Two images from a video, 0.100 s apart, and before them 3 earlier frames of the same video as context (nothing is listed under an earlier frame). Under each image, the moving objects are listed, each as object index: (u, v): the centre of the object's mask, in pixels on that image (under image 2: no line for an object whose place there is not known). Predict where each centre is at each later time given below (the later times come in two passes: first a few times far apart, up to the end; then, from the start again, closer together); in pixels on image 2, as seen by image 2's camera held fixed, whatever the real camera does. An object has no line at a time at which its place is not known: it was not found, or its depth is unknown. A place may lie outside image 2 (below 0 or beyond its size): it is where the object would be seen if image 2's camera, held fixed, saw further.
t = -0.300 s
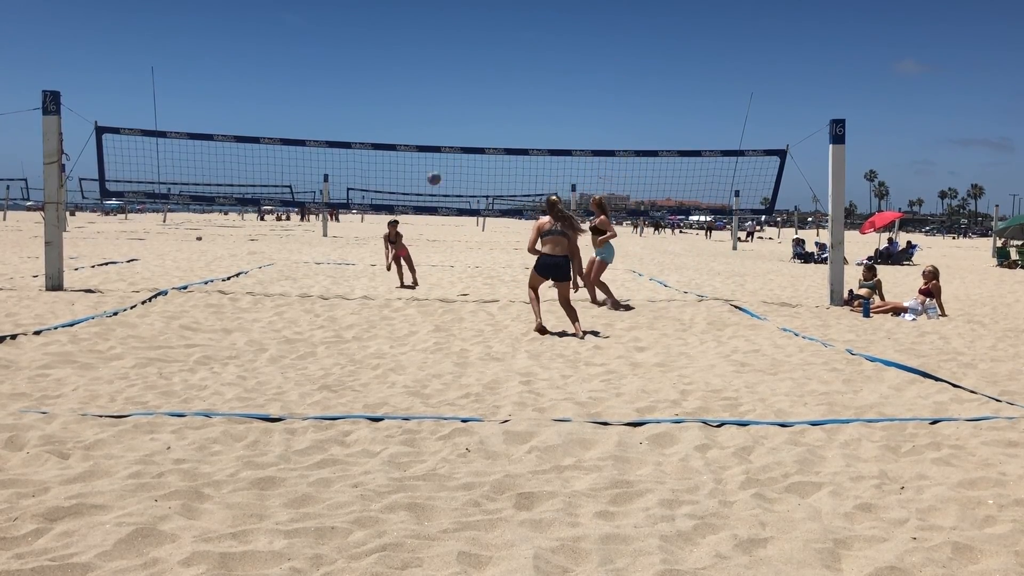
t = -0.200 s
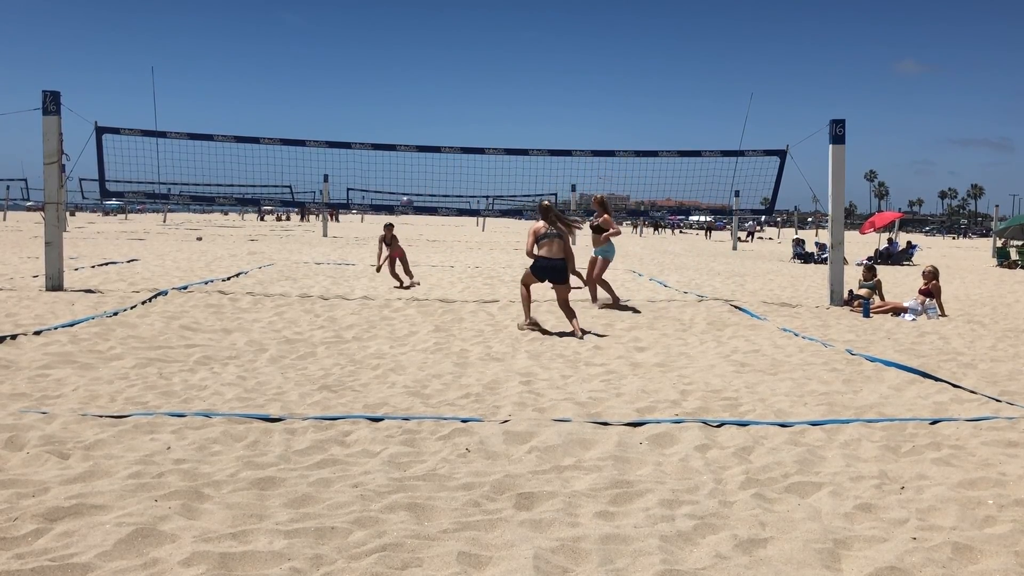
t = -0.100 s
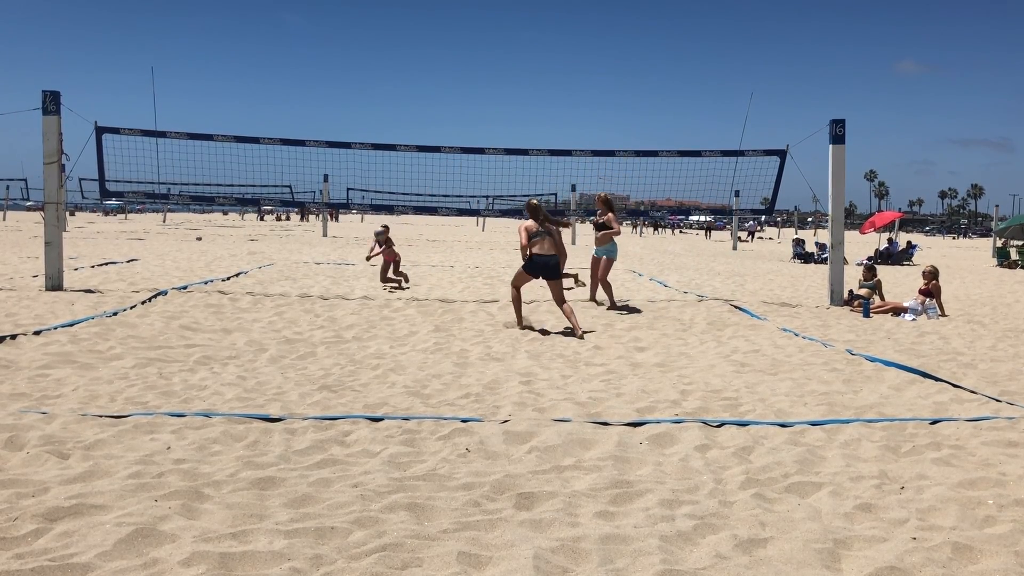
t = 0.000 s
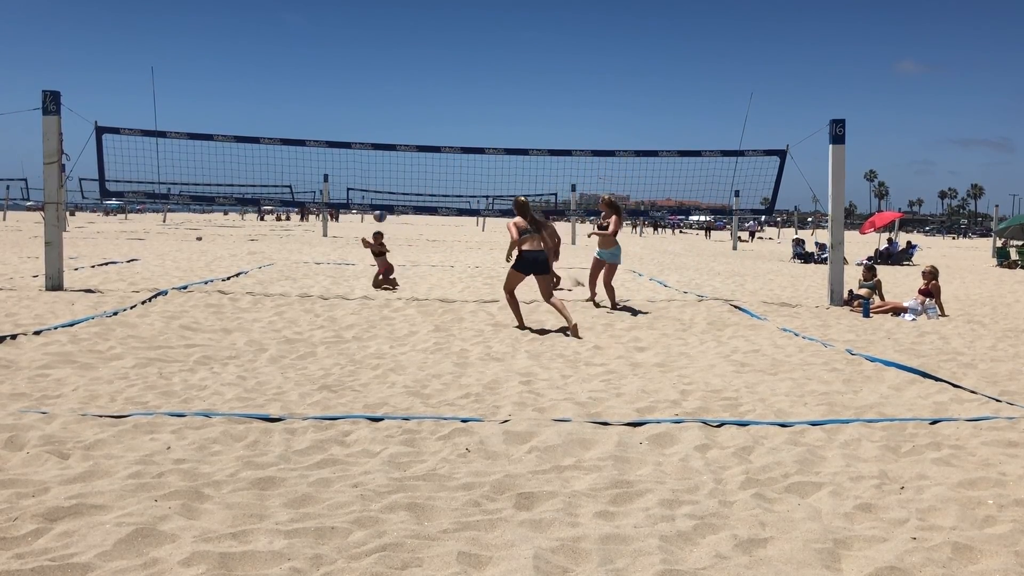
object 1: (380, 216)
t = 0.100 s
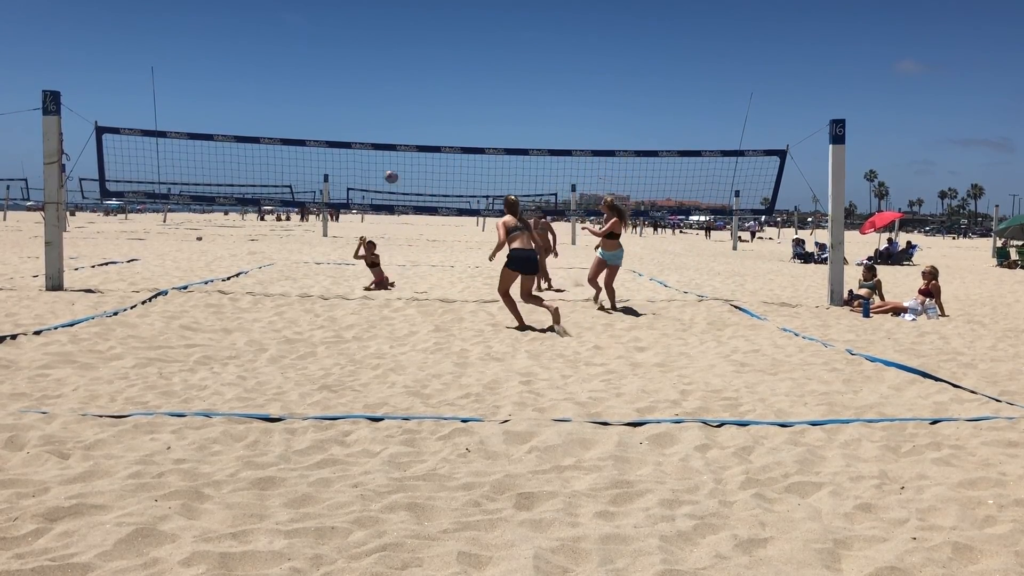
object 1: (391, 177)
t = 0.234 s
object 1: (407, 133)
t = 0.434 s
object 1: (433, 86)
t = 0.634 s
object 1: (460, 63)
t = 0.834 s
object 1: (487, 64)
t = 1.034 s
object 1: (515, 89)
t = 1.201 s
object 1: (537, 127)
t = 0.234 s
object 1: (407, 133)
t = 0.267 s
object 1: (411, 124)
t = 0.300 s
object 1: (416, 115)
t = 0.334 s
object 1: (420, 107)
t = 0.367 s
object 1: (424, 99)
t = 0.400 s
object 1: (429, 92)
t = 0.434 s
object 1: (433, 86)
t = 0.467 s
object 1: (437, 81)
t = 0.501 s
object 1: (442, 76)
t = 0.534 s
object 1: (446, 72)
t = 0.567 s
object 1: (451, 68)
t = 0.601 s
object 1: (455, 65)
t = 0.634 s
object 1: (460, 63)
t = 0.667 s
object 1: (464, 62)
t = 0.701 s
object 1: (469, 61)
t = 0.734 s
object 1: (473, 61)
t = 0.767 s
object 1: (478, 61)
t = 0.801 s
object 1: (482, 62)
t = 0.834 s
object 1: (487, 64)
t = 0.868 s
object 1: (492, 66)
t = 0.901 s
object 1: (496, 69)
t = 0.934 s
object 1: (501, 74)
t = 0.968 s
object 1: (505, 78)
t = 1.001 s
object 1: (510, 83)
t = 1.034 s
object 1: (515, 89)
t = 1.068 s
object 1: (519, 95)
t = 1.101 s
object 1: (524, 102)
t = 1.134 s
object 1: (528, 110)
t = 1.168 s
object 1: (533, 118)
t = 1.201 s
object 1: (537, 127)
